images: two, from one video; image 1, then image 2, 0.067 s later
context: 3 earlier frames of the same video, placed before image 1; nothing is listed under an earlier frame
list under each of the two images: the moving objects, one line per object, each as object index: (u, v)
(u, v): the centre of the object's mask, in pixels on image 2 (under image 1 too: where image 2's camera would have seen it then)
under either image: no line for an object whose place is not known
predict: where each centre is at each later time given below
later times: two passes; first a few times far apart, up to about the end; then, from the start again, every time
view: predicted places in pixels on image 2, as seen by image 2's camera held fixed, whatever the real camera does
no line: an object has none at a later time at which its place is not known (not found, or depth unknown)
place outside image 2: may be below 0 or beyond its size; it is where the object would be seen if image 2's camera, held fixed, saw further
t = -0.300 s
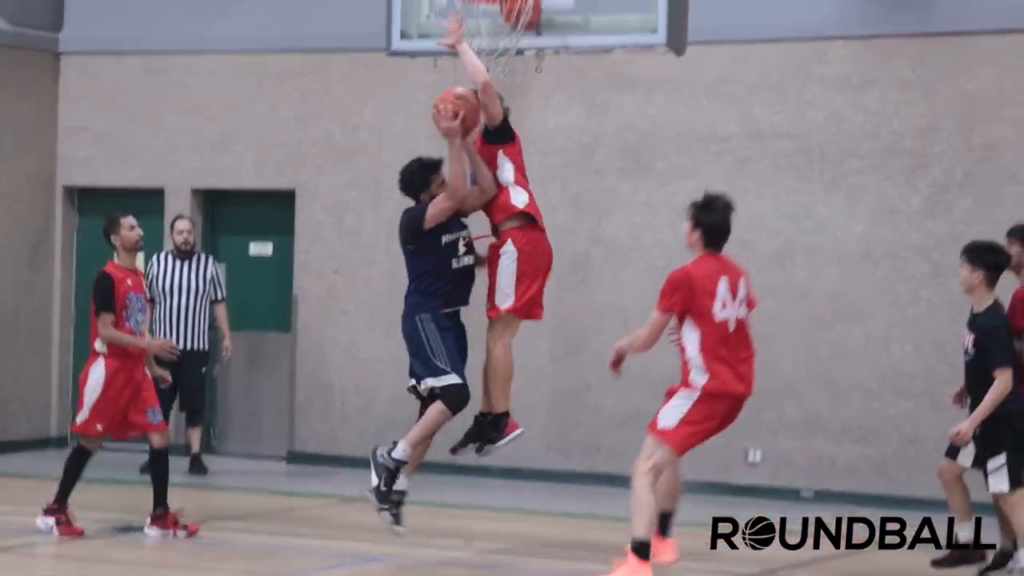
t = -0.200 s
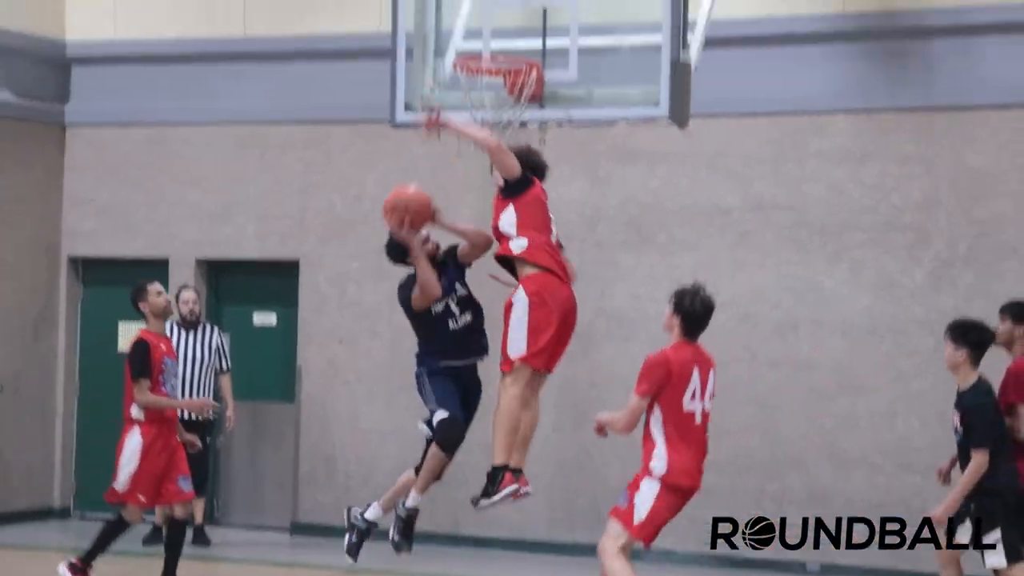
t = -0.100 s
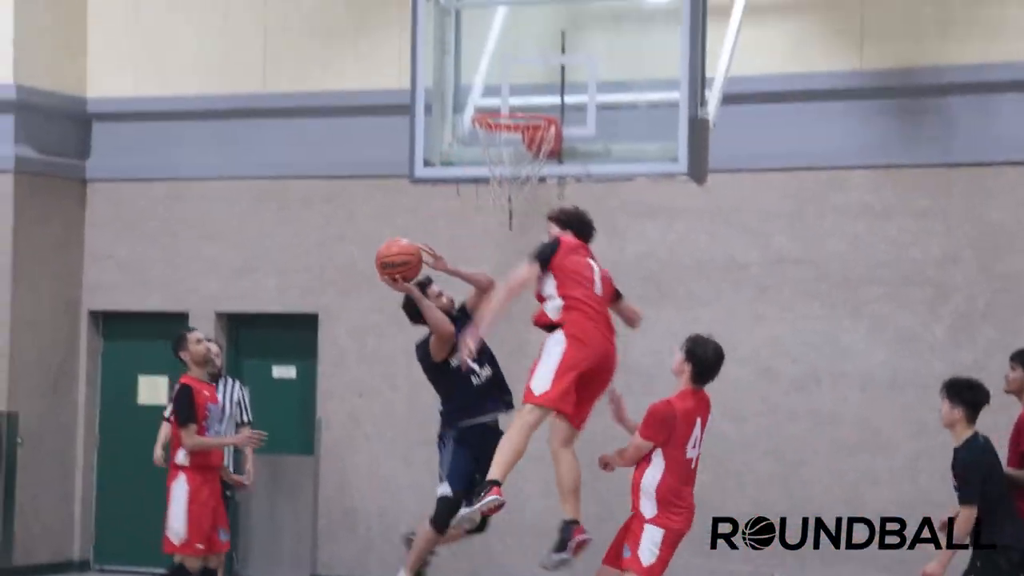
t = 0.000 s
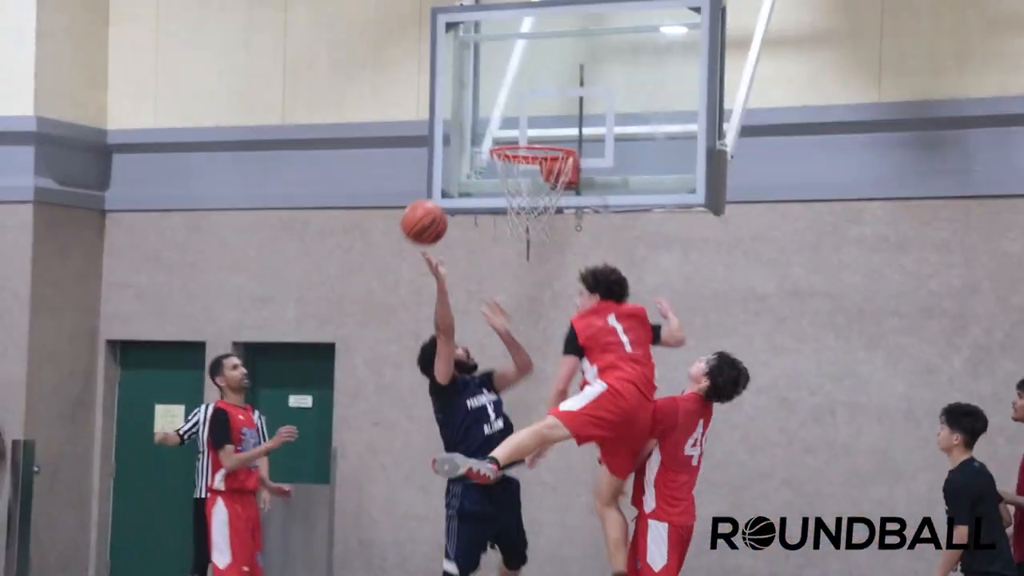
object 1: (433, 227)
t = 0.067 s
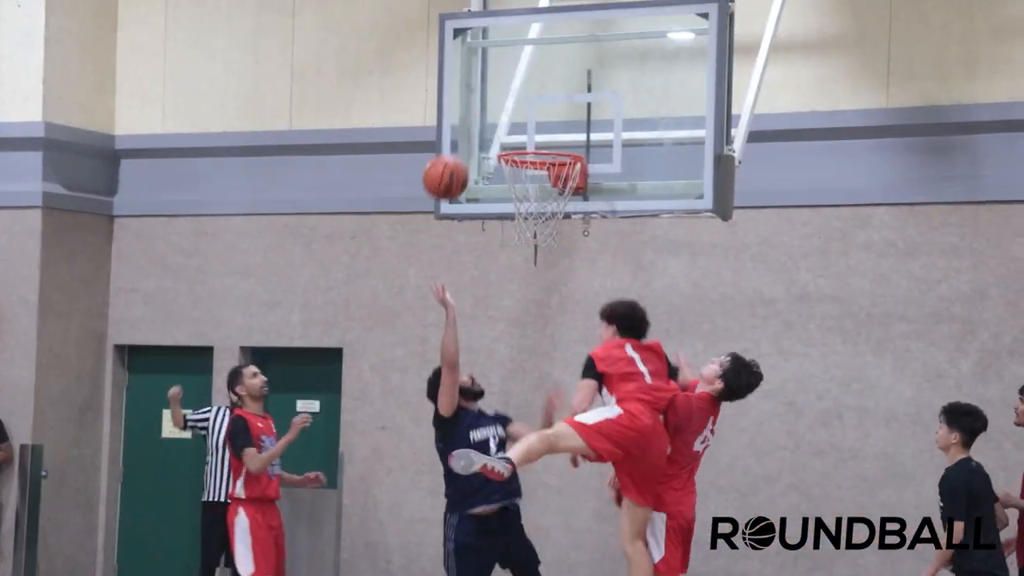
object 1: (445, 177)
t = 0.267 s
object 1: (482, 80)
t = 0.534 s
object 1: (525, 66)
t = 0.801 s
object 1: (546, 165)
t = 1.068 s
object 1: (491, 234)
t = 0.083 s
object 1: (448, 166)
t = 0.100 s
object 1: (451, 156)
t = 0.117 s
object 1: (454, 146)
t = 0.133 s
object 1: (458, 136)
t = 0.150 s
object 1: (461, 127)
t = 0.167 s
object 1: (464, 119)
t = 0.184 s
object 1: (467, 112)
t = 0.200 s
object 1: (471, 104)
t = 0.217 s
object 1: (474, 97)
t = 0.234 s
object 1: (477, 91)
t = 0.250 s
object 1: (480, 85)
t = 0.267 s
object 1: (482, 80)
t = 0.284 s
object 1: (485, 75)
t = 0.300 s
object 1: (488, 71)
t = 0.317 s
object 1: (491, 67)
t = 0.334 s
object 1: (494, 64)
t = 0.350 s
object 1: (496, 61)
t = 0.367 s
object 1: (499, 59)
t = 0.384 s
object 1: (502, 58)
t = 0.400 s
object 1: (505, 57)
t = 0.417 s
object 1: (508, 56)
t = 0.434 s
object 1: (510, 56)
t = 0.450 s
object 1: (513, 56)
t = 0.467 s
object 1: (516, 57)
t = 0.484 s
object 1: (518, 58)
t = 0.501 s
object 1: (520, 60)
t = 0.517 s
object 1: (523, 63)
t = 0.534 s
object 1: (525, 66)
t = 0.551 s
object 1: (528, 69)
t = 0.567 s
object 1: (530, 72)
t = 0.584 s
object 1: (532, 77)
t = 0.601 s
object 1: (535, 81)
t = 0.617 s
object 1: (538, 87)
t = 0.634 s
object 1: (540, 92)
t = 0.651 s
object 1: (542, 98)
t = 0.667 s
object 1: (545, 105)
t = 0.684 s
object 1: (547, 112)
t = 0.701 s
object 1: (549, 119)
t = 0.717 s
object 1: (551, 127)
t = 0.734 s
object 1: (554, 134)
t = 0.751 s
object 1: (556, 139)
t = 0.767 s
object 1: (557, 156)
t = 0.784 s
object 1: (553, 157)
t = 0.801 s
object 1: (546, 165)
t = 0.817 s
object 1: (541, 171)
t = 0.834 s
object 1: (535, 176)
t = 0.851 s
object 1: (530, 181)
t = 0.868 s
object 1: (523, 189)
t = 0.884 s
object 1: (517, 196)
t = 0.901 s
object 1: (513, 203)
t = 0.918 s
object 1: (509, 206)
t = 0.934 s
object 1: (506, 207)
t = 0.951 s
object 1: (504, 209)
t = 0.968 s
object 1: (502, 211)
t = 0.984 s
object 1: (501, 213)
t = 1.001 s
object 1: (499, 217)
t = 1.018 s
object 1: (497, 221)
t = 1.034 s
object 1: (495, 225)
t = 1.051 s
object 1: (492, 229)
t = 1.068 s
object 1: (491, 234)
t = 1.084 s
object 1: (489, 239)
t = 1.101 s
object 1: (487, 246)
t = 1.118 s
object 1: (485, 252)
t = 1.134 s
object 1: (483, 259)
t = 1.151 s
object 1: (481, 267)
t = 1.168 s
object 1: (479, 274)
